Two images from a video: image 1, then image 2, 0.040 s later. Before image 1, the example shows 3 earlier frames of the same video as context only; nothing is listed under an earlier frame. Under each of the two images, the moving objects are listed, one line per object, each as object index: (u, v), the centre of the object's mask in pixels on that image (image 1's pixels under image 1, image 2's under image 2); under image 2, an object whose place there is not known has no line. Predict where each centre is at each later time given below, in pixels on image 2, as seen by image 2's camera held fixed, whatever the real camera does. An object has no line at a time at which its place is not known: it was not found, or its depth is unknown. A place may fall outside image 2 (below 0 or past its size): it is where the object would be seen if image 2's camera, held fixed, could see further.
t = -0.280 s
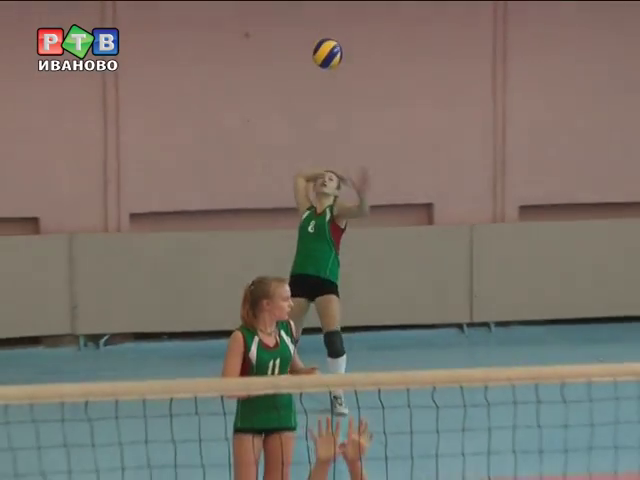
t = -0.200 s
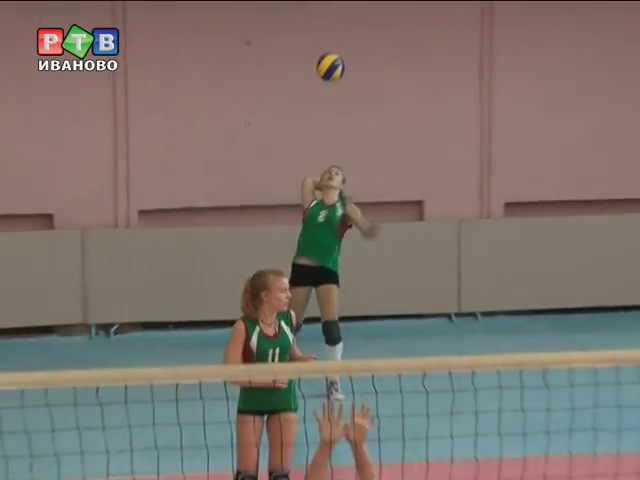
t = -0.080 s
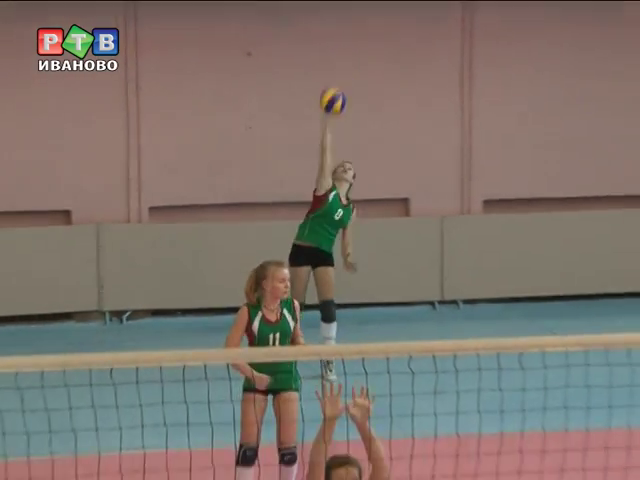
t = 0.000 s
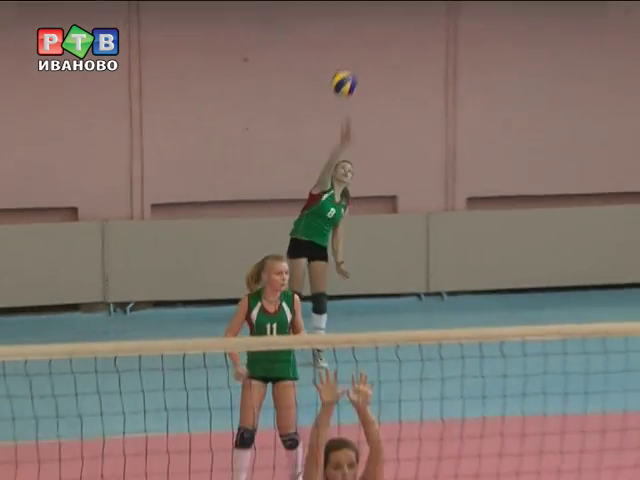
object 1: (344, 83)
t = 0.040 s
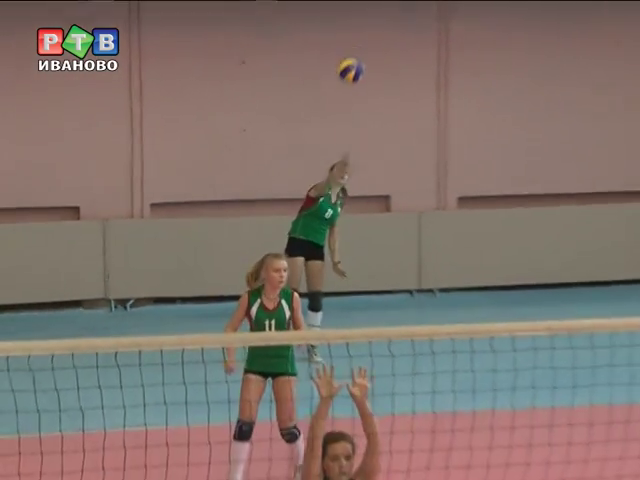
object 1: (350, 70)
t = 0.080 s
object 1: (362, 55)
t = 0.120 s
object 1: (374, 41)
